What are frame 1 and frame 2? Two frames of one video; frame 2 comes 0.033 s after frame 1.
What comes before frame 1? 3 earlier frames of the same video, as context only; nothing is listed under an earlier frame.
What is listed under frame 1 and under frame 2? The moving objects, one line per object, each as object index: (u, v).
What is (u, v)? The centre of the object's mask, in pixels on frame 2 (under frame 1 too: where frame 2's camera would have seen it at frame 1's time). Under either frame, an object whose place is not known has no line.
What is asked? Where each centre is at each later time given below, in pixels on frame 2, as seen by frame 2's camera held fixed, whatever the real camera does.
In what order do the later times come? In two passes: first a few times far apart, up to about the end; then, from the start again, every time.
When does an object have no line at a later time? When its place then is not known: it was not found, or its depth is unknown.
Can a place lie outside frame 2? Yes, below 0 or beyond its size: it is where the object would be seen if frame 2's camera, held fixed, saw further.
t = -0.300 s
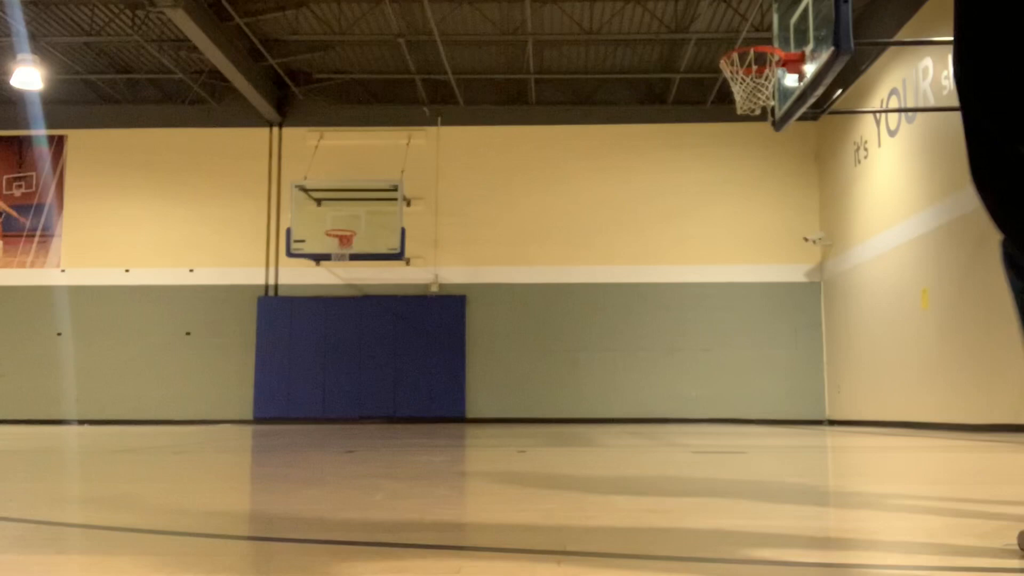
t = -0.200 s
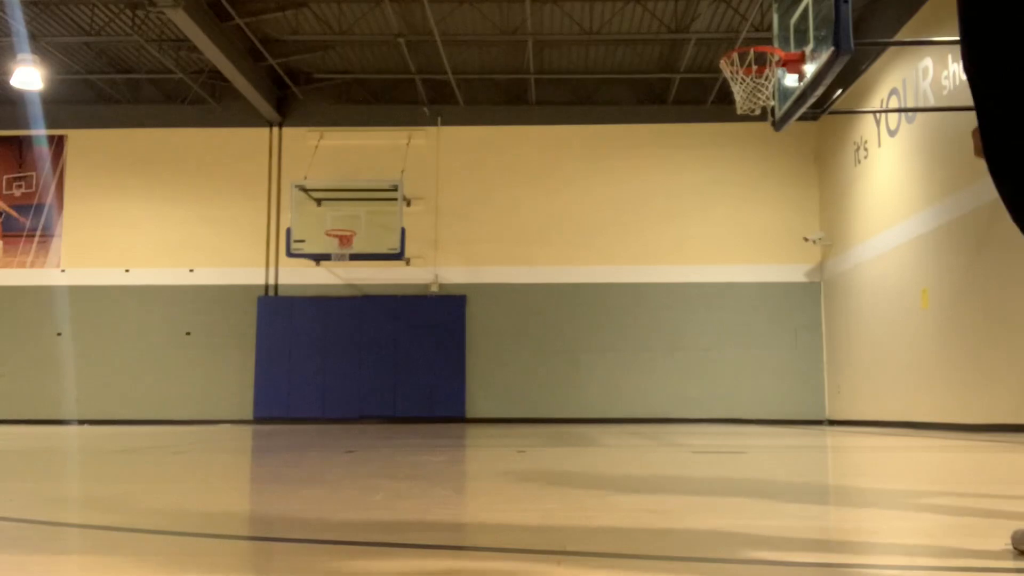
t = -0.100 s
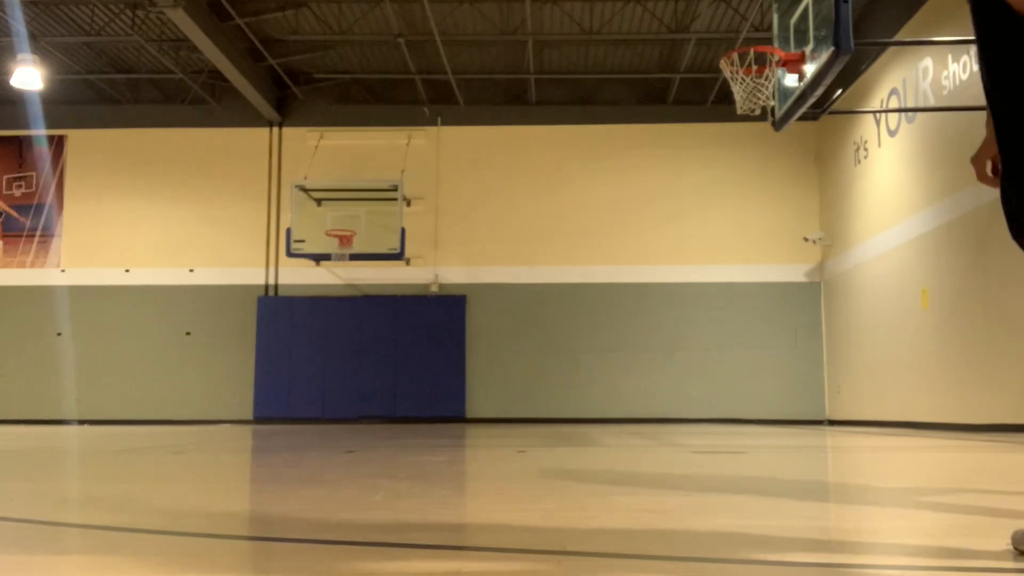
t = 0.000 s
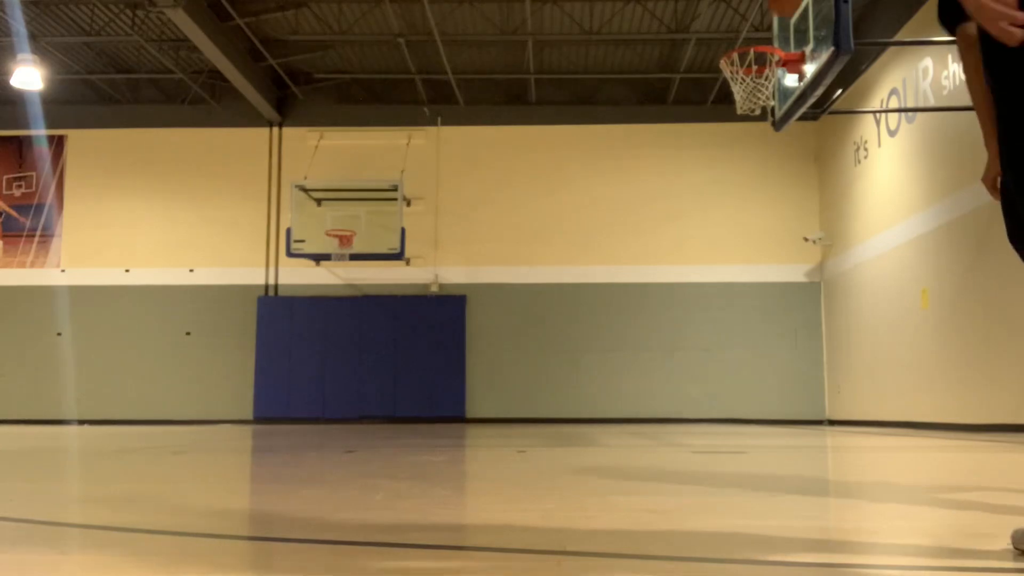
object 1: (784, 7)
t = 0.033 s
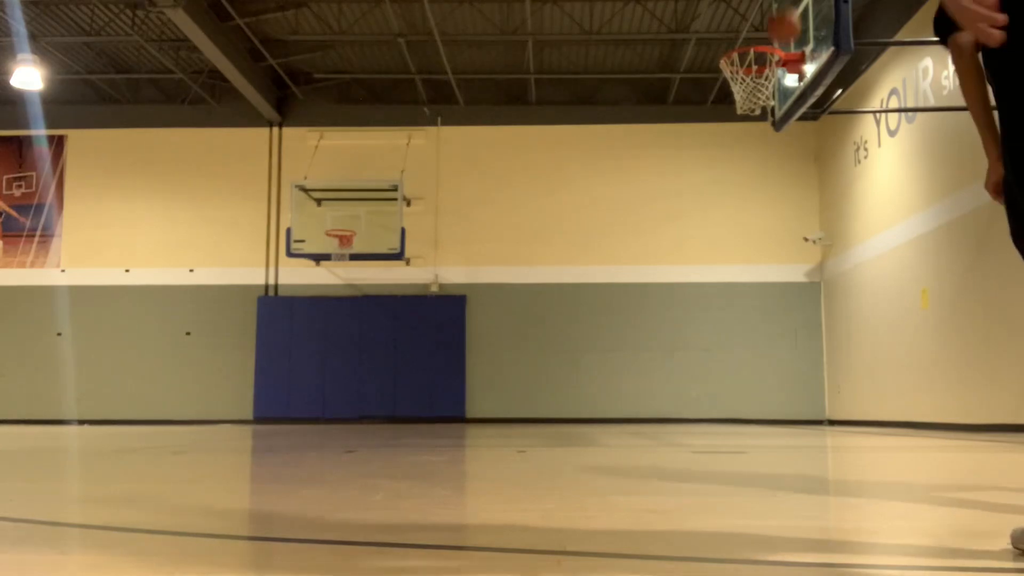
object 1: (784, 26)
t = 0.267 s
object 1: (774, 224)
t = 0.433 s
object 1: (771, 372)
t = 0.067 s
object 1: (785, 55)
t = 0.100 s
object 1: (780, 81)
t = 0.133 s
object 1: (779, 113)
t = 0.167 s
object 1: (777, 139)
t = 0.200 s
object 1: (775, 167)
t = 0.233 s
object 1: (774, 196)
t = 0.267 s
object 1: (774, 224)
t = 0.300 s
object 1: (773, 253)
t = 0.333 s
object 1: (772, 283)
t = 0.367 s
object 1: (771, 311)
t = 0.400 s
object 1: (771, 342)
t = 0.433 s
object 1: (771, 372)
